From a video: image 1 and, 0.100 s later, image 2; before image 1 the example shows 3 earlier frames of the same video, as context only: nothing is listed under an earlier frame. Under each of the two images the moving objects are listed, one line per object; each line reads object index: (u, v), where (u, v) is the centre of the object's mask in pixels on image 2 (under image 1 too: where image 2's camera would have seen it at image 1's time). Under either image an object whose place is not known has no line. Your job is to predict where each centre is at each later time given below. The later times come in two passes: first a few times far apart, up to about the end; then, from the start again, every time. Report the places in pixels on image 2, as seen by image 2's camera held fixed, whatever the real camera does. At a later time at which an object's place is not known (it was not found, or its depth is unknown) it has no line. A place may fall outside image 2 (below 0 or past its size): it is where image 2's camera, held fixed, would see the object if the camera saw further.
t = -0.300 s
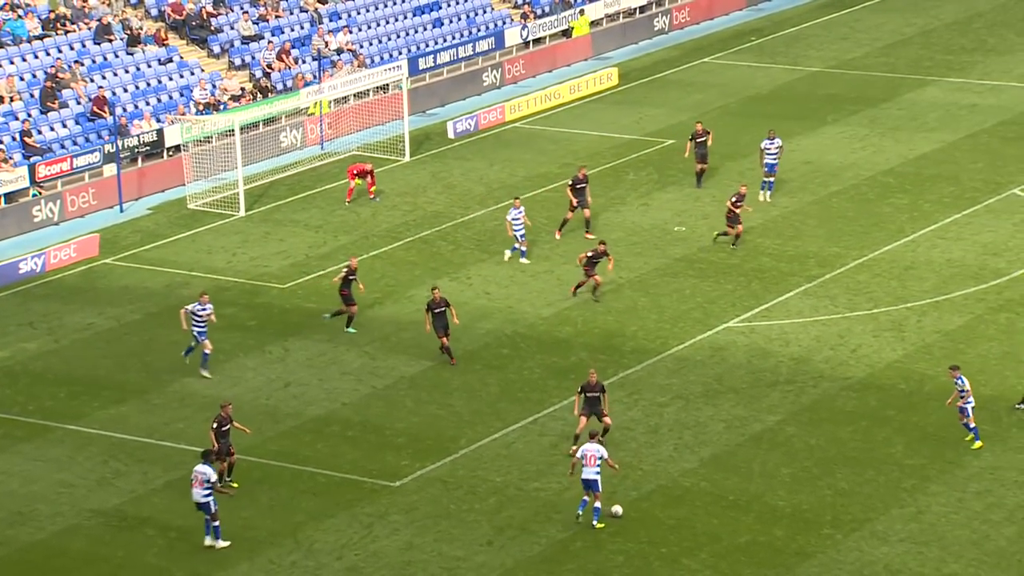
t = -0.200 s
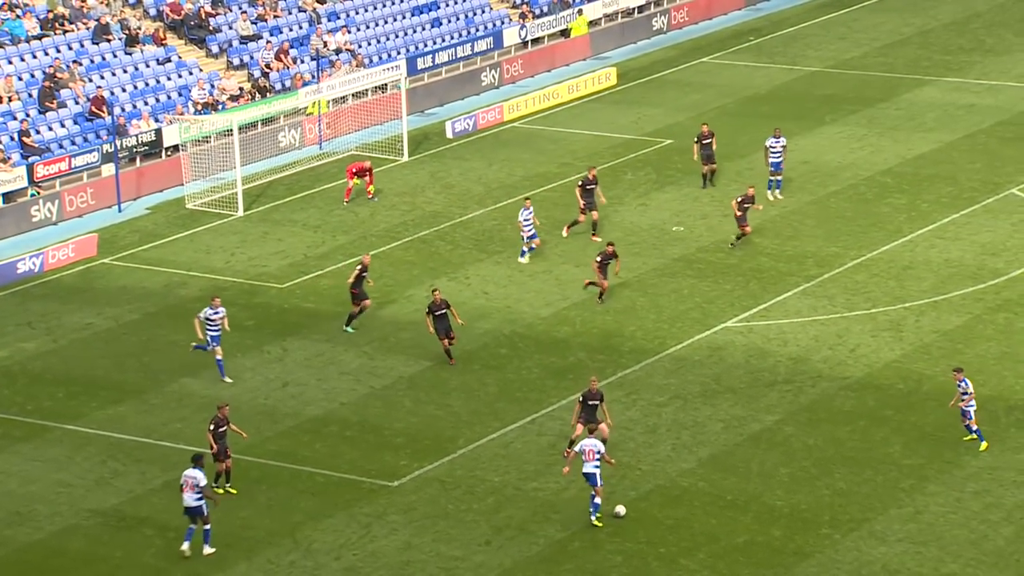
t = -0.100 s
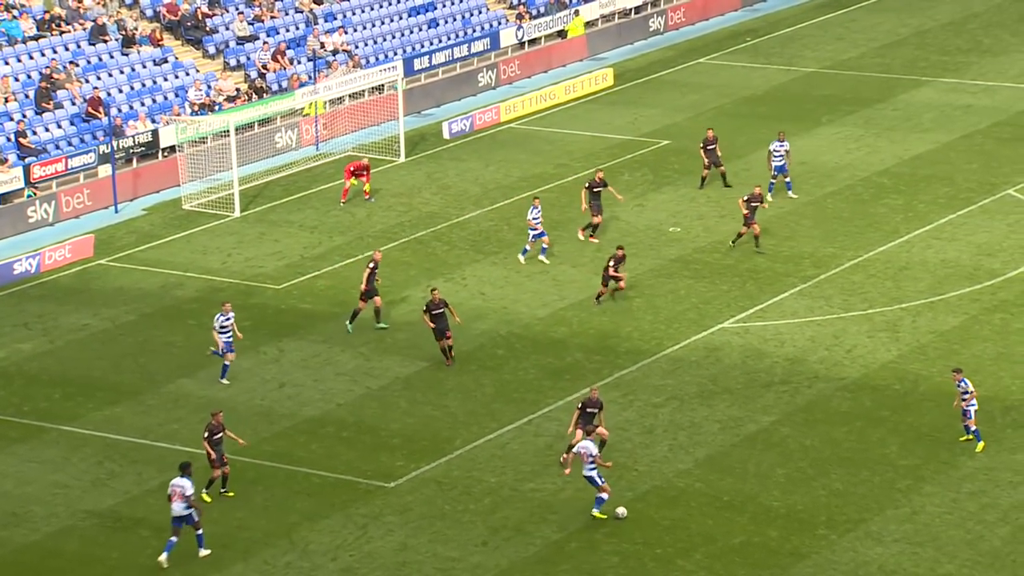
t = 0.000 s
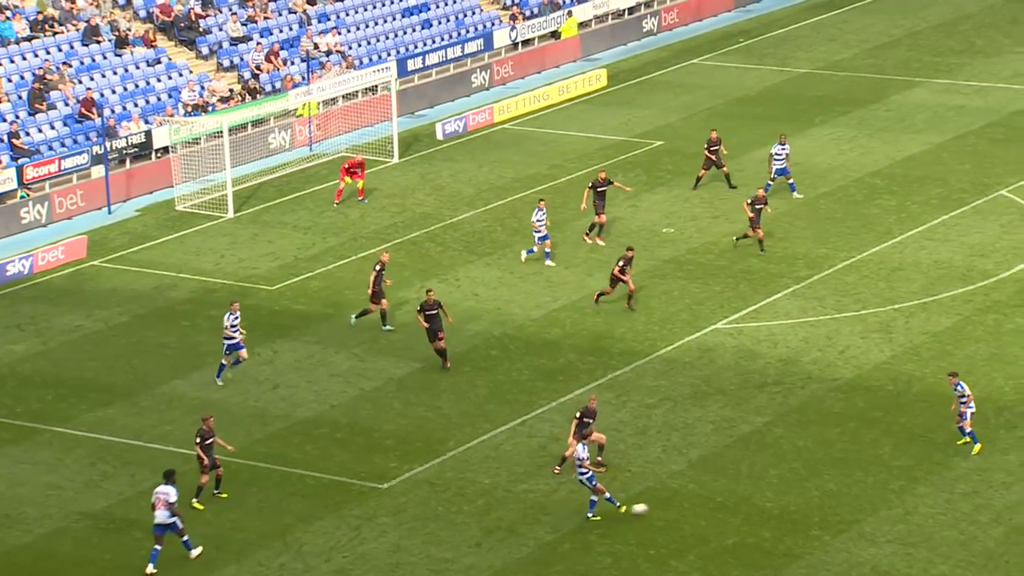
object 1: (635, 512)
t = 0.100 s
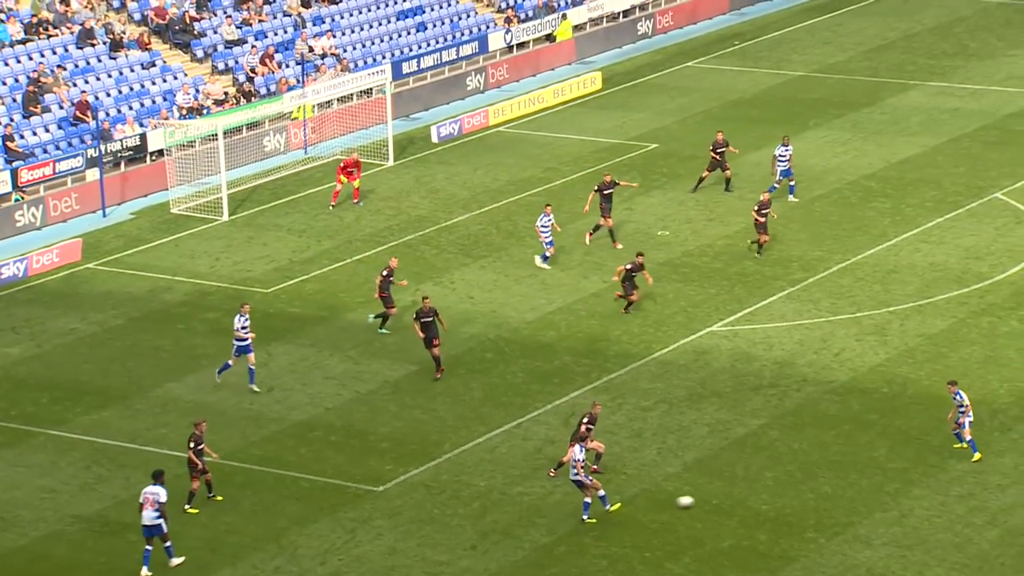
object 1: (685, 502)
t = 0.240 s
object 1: (749, 490)
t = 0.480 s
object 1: (844, 473)
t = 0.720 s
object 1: (920, 459)
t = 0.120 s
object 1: (695, 500)
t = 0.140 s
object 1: (704, 499)
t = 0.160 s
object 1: (714, 497)
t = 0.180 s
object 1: (723, 495)
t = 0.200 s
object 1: (732, 494)
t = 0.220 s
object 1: (740, 492)
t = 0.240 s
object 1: (749, 490)
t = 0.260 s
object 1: (757, 488)
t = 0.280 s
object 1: (766, 487)
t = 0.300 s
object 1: (774, 486)
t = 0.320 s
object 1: (783, 484)
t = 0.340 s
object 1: (791, 483)
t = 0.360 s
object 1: (799, 481)
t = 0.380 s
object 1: (807, 480)
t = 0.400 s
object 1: (814, 478)
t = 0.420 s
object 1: (822, 477)
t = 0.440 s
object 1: (829, 475)
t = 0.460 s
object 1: (836, 474)
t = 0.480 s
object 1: (844, 473)
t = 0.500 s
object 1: (850, 472)
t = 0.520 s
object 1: (858, 471)
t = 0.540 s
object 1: (864, 470)
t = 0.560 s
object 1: (870, 468)
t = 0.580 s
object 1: (877, 467)
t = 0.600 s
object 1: (884, 466)
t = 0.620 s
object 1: (890, 465)
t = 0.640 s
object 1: (896, 464)
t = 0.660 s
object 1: (902, 463)
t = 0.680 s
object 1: (908, 461)
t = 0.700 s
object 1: (913, 460)
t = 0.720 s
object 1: (920, 459)
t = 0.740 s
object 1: (925, 458)
